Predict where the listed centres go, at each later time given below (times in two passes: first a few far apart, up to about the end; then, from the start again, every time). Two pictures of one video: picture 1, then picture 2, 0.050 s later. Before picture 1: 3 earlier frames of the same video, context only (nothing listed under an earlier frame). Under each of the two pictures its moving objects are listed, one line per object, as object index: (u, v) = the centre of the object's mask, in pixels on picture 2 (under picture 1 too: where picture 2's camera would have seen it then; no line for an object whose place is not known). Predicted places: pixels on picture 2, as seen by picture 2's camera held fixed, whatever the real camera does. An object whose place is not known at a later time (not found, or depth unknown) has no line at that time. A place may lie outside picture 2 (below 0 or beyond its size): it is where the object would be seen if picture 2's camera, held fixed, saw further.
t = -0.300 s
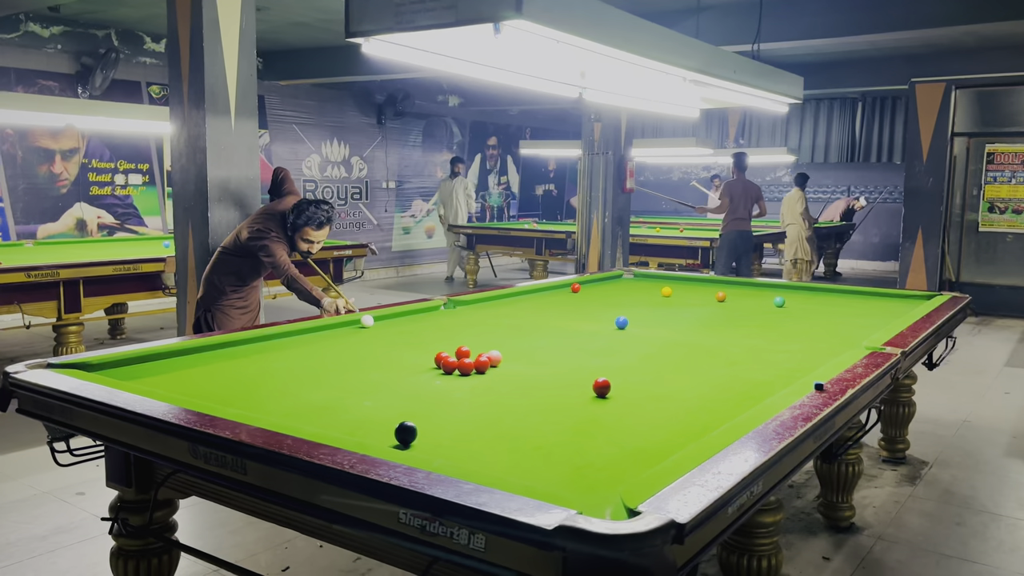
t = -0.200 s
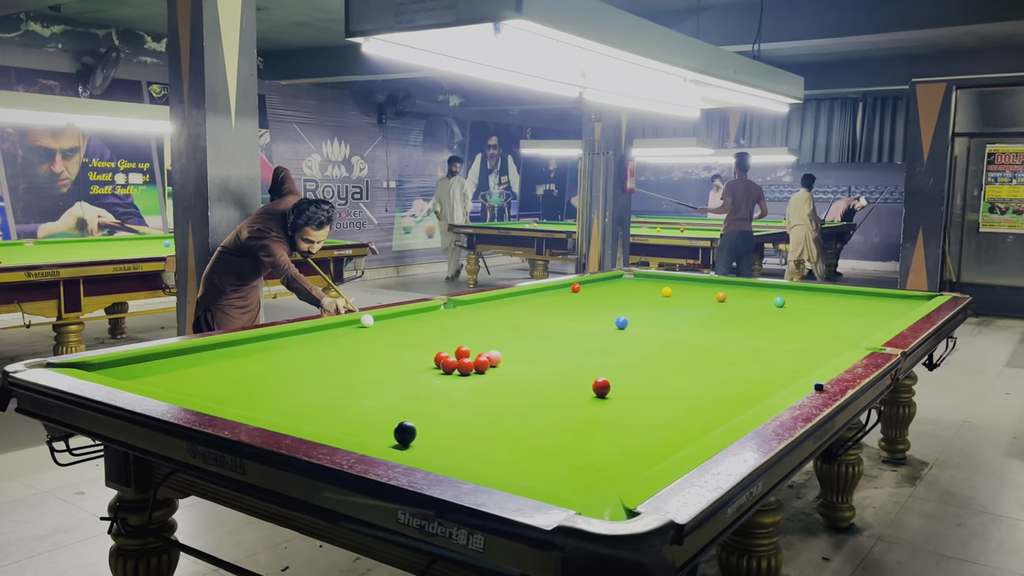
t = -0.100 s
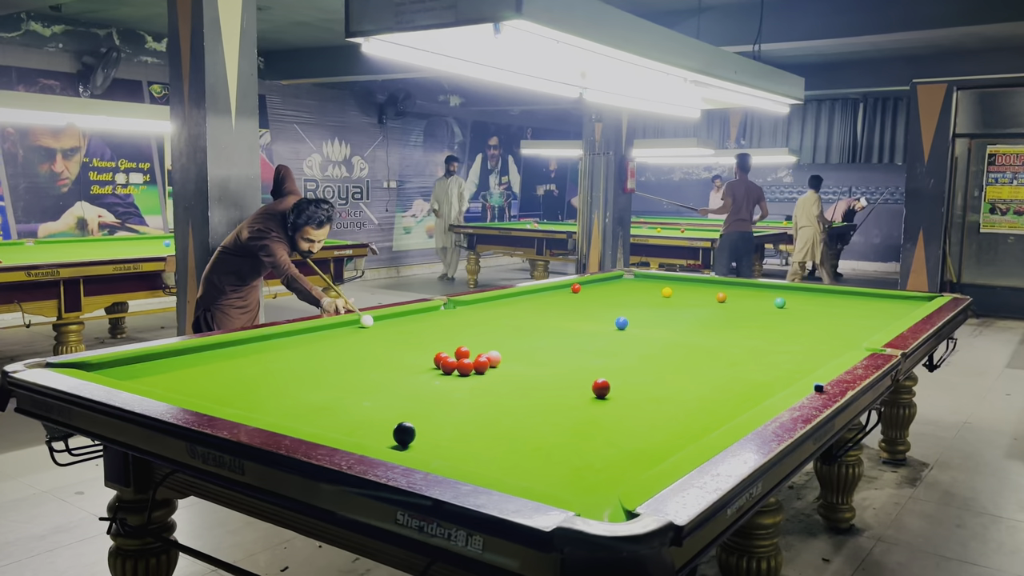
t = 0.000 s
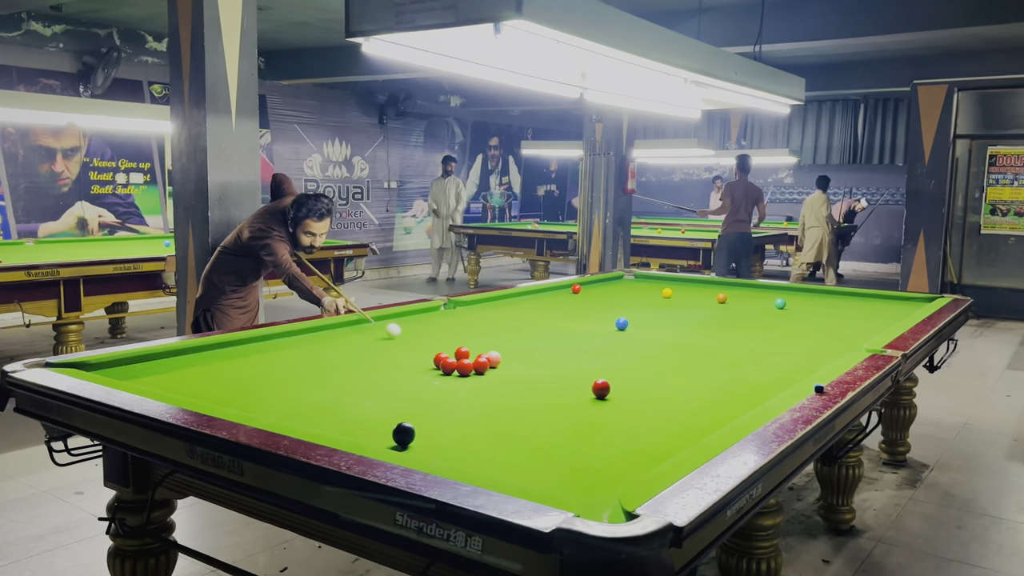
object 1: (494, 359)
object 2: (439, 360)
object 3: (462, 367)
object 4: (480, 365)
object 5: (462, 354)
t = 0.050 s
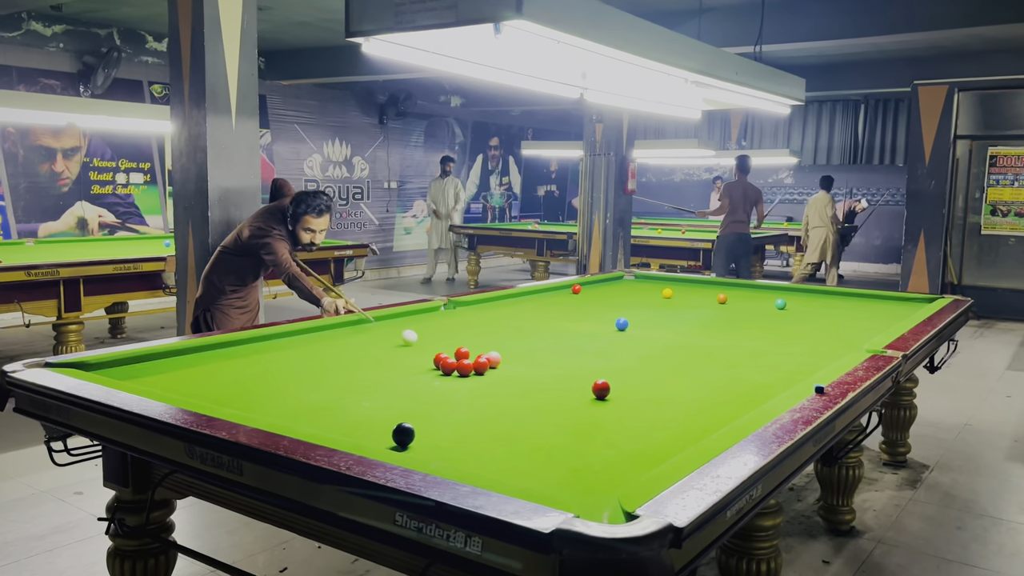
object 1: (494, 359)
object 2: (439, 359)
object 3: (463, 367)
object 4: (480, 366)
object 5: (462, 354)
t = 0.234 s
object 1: (496, 360)
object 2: (436, 362)
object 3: (468, 369)
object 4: (482, 366)
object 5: (489, 351)
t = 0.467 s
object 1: (535, 364)
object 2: (414, 366)
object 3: (490, 376)
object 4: (504, 368)
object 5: (542, 352)
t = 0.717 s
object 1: (576, 369)
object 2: (396, 373)
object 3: (514, 384)
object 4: (525, 369)
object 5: (592, 350)
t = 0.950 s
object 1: (614, 373)
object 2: (378, 380)
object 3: (536, 391)
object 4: (543, 371)
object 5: (636, 348)
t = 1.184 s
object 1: (651, 378)
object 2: (360, 387)
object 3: (559, 398)
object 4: (558, 372)
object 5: (676, 346)
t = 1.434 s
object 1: (690, 382)
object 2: (342, 395)
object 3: (584, 406)
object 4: (574, 373)
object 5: (717, 344)
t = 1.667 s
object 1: (725, 387)
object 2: (324, 402)
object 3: (606, 413)
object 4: (585, 374)
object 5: (752, 342)
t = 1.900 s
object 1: (758, 391)
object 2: (307, 409)
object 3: (629, 420)
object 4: (594, 374)
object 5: (785, 341)
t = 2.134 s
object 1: (771, 391)
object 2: (290, 415)
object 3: (651, 427)
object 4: (603, 374)
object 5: (815, 339)
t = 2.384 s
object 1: (750, 388)
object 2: (277, 417)
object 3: (673, 435)
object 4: (608, 376)
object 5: (845, 338)
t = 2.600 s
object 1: (734, 384)
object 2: (291, 417)
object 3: (690, 439)
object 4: (611, 376)
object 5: (868, 336)
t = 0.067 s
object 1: (494, 359)
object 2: (439, 359)
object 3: (463, 367)
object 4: (480, 366)
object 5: (462, 354)
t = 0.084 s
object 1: (494, 359)
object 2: (439, 359)
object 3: (463, 367)
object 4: (480, 366)
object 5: (462, 353)
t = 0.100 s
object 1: (494, 359)
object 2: (439, 359)
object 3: (463, 367)
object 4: (480, 366)
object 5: (462, 354)
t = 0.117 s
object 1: (494, 359)
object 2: (439, 359)
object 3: (463, 367)
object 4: (480, 366)
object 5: (462, 353)
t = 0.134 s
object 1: (494, 359)
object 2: (439, 359)
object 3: (463, 367)
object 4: (480, 366)
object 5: (462, 353)
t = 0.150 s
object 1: (494, 359)
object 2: (439, 359)
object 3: (463, 367)
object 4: (480, 366)
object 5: (462, 353)
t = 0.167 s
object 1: (494, 359)
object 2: (439, 359)
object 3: (464, 368)
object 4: (480, 366)
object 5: (464, 353)
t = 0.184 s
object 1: (494, 359)
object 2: (439, 359)
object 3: (464, 368)
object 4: (480, 366)
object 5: (471, 354)
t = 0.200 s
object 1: (494, 359)
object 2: (439, 360)
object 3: (464, 368)
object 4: (480, 365)
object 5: (478, 353)
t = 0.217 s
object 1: (494, 359)
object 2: (438, 361)
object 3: (466, 368)
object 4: (480, 366)
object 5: (483, 352)
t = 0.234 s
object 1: (496, 360)
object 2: (436, 362)
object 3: (468, 369)
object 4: (482, 366)
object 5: (489, 351)
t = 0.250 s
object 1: (500, 360)
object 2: (435, 362)
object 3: (470, 369)
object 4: (484, 366)
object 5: (492, 352)
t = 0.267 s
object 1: (502, 361)
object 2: (433, 362)
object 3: (471, 370)
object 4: (486, 366)
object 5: (496, 352)
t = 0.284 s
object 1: (505, 361)
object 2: (431, 362)
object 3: (473, 370)
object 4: (487, 366)
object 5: (501, 351)
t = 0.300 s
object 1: (508, 361)
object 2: (430, 363)
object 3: (474, 371)
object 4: (489, 366)
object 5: (505, 351)
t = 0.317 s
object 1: (511, 361)
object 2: (428, 363)
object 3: (476, 371)
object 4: (491, 367)
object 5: (509, 351)
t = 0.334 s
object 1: (513, 362)
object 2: (427, 363)
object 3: (477, 371)
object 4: (492, 367)
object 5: (513, 351)
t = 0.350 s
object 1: (516, 362)
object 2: (425, 364)
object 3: (479, 372)
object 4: (494, 367)
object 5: (517, 351)
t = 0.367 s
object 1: (519, 362)
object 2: (424, 364)
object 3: (481, 373)
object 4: (495, 367)
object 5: (521, 351)
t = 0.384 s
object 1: (522, 363)
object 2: (422, 364)
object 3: (482, 373)
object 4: (497, 367)
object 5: (525, 351)
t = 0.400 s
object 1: (524, 363)
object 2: (420, 364)
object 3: (484, 374)
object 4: (498, 367)
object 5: (528, 351)
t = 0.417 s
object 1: (527, 363)
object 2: (419, 365)
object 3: (485, 374)
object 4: (500, 367)
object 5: (532, 351)
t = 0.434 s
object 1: (530, 364)
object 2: (417, 365)
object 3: (487, 375)
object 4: (501, 368)
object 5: (535, 352)
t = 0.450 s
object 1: (533, 364)
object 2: (415, 366)
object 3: (488, 375)
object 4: (503, 368)
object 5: (539, 352)
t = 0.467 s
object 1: (535, 364)
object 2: (414, 366)
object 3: (490, 376)
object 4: (504, 368)
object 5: (542, 352)
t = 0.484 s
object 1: (538, 365)
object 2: (413, 366)
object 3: (492, 376)
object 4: (506, 368)
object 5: (546, 352)
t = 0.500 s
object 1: (541, 365)
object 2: (412, 367)
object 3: (493, 377)
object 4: (507, 368)
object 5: (549, 352)
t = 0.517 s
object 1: (543, 365)
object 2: (411, 367)
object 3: (495, 377)
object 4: (508, 368)
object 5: (552, 352)
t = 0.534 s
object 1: (546, 366)
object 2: (410, 368)
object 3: (496, 378)
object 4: (510, 368)
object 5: (556, 352)
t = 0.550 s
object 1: (549, 366)
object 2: (408, 368)
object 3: (498, 379)
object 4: (511, 368)
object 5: (559, 352)
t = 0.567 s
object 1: (552, 366)
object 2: (407, 369)
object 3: (500, 379)
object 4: (513, 368)
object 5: (563, 352)
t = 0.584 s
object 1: (554, 366)
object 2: (406, 369)
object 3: (501, 379)
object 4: (514, 368)
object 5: (566, 352)
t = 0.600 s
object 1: (557, 367)
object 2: (405, 370)
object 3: (503, 380)
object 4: (516, 368)
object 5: (569, 351)
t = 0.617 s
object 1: (560, 367)
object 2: (403, 370)
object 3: (504, 381)
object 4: (517, 369)
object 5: (573, 351)
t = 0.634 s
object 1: (563, 367)
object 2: (402, 371)
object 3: (506, 381)
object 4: (518, 369)
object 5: (576, 351)
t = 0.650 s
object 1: (566, 368)
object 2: (401, 371)
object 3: (507, 382)
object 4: (520, 369)
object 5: (579, 351)
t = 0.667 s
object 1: (568, 368)
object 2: (400, 372)
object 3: (509, 382)
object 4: (521, 369)
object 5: (582, 351)
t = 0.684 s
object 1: (571, 368)
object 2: (398, 372)
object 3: (510, 383)
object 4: (522, 369)
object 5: (586, 351)
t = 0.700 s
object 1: (574, 369)
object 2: (397, 373)
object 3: (512, 383)
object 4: (524, 369)
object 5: (589, 350)
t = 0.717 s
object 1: (576, 369)
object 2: (396, 373)
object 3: (514, 384)
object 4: (525, 369)
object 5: (592, 350)
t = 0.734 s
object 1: (579, 369)
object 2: (395, 373)
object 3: (515, 384)
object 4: (526, 370)
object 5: (596, 350)
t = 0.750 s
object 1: (582, 370)
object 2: (393, 374)
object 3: (517, 385)
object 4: (528, 370)
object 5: (599, 350)
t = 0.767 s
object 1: (584, 370)
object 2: (392, 374)
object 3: (519, 385)
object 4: (529, 370)
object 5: (602, 349)
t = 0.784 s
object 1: (587, 370)
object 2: (391, 375)
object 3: (520, 385)
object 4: (530, 370)
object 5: (605, 349)
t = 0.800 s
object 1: (590, 371)
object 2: (390, 376)
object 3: (522, 386)
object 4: (532, 370)
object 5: (608, 349)
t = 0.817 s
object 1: (592, 371)
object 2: (388, 376)
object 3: (523, 387)
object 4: (533, 370)
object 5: (611, 349)
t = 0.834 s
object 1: (595, 371)
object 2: (387, 377)
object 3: (525, 387)
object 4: (534, 370)
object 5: (615, 349)
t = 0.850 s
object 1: (598, 371)
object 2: (386, 377)
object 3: (526, 388)
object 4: (535, 370)
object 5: (618, 349)
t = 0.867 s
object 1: (601, 371)
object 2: (385, 378)
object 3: (528, 388)
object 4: (537, 370)
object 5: (621, 348)
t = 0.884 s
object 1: (603, 372)
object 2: (383, 378)
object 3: (529, 389)
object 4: (538, 370)
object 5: (624, 348)
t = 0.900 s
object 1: (606, 372)
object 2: (382, 378)
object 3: (531, 389)
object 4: (539, 371)
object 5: (627, 348)
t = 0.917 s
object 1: (609, 372)
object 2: (381, 379)
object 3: (533, 390)
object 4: (540, 371)
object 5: (630, 348)
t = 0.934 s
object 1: (611, 373)
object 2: (380, 379)
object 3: (534, 390)
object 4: (541, 371)
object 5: (633, 348)
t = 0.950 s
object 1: (614, 373)
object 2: (378, 380)
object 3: (536, 391)
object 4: (543, 371)
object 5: (636, 348)
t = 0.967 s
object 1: (617, 374)
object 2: (377, 380)
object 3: (538, 392)
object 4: (544, 371)
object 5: (639, 347)
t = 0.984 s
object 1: (619, 374)
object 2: (376, 381)
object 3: (539, 392)
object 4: (545, 371)
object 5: (642, 347)
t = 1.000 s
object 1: (622, 374)
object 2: (375, 382)
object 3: (541, 393)
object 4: (546, 371)
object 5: (645, 347)
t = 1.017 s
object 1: (625, 375)
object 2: (373, 382)
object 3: (543, 393)
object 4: (547, 371)
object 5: (648, 347)
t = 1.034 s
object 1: (627, 375)
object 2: (372, 382)
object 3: (544, 394)
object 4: (549, 371)
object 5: (651, 347)
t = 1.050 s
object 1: (630, 375)
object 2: (371, 383)
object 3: (546, 394)
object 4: (550, 371)
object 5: (654, 347)
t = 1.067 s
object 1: (633, 376)
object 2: (370, 384)
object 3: (548, 395)
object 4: (551, 372)
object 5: (656, 346)
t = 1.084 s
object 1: (635, 376)
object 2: (368, 384)
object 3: (549, 395)
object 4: (552, 372)
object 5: (659, 346)
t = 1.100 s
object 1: (638, 376)
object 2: (367, 385)
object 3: (551, 395)
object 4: (553, 372)
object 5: (662, 346)
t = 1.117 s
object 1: (640, 376)
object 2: (366, 385)
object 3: (552, 396)
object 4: (554, 372)
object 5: (665, 346)
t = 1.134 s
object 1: (643, 377)
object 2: (364, 386)
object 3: (554, 396)
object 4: (555, 372)
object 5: (668, 346)
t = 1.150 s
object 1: (646, 377)
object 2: (363, 386)
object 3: (556, 397)
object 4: (556, 372)
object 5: (671, 346)
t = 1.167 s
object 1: (648, 377)
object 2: (362, 387)
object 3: (557, 398)
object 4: (557, 372)
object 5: (673, 346)
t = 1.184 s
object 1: (651, 378)
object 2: (360, 387)
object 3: (559, 398)
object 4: (558, 372)
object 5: (676, 346)
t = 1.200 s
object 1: (654, 378)
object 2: (359, 388)
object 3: (561, 399)
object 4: (560, 372)
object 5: (679, 346)
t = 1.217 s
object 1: (656, 378)
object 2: (358, 388)
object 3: (562, 399)
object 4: (561, 372)
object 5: (682, 345)
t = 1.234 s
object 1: (659, 379)
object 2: (357, 388)
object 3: (564, 400)
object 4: (562, 372)
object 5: (685, 345)
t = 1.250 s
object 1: (661, 379)
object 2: (355, 389)
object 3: (566, 400)
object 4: (563, 373)
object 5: (687, 345)
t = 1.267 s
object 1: (664, 379)
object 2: (354, 389)
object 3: (567, 401)
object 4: (564, 372)
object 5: (690, 345)
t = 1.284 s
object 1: (667, 380)
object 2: (353, 390)
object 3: (569, 401)
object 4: (565, 373)
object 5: (693, 345)
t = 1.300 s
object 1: (669, 380)
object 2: (352, 391)
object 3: (570, 402)
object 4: (566, 373)
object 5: (696, 345)
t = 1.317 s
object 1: (672, 380)
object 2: (350, 391)
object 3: (572, 402)
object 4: (567, 373)
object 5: (698, 345)
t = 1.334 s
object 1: (674, 381)
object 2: (349, 392)
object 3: (574, 403)
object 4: (568, 373)
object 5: (701, 344)
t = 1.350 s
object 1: (677, 381)
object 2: (348, 392)
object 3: (576, 403)
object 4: (569, 373)
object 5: (704, 344)
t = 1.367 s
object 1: (679, 381)
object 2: (347, 393)
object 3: (577, 404)
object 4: (570, 373)
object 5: (706, 344)
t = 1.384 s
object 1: (682, 381)
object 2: (345, 393)
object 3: (579, 404)
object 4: (571, 373)
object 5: (709, 344)
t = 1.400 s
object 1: (685, 382)
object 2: (344, 394)
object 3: (580, 405)
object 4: (572, 373)
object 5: (711, 344)
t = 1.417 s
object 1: (687, 382)
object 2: (343, 394)
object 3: (582, 405)
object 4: (572, 373)
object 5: (714, 344)
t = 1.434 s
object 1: (690, 382)
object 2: (342, 395)
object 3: (584, 406)
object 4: (574, 373)
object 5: (717, 344)
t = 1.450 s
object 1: (692, 383)
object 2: (340, 395)
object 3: (585, 406)
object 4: (574, 373)
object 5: (719, 344)
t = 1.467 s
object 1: (695, 383)
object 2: (339, 396)
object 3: (587, 407)
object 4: (575, 373)
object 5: (722, 343)
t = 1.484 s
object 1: (697, 383)
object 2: (338, 396)
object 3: (588, 407)
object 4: (576, 373)
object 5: (725, 343)
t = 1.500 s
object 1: (700, 384)
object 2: (337, 397)
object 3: (590, 408)
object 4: (577, 374)
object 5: (727, 343)
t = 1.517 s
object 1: (702, 384)
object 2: (336, 397)
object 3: (592, 408)
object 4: (578, 374)
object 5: (730, 343)
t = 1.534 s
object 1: (705, 384)
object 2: (334, 398)
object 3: (593, 409)
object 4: (579, 374)
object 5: (732, 343)
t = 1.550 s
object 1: (708, 385)
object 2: (333, 398)
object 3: (595, 409)
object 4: (580, 374)
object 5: (735, 343)
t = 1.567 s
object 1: (710, 385)
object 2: (332, 399)
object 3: (597, 410)
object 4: (580, 374)
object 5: (737, 343)
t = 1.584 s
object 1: (713, 385)
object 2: (330, 399)
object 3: (598, 410)
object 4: (581, 374)
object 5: (740, 343)
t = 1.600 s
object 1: (715, 385)
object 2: (329, 400)
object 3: (600, 411)
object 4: (582, 374)
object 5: (742, 343)
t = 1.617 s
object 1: (717, 386)
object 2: (328, 400)
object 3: (602, 411)
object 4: (583, 374)
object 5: (745, 343)
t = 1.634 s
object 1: (720, 386)
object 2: (327, 401)
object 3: (603, 412)
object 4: (584, 374)
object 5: (747, 342)
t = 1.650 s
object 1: (722, 386)
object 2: (325, 401)
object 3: (605, 413)
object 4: (584, 374)
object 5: (749, 342)
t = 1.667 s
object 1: (725, 387)
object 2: (324, 402)
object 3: (606, 413)
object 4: (585, 374)
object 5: (752, 342)
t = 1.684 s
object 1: (727, 387)
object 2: (323, 402)
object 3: (608, 414)
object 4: (586, 375)
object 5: (754, 342)
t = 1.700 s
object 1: (730, 387)
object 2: (322, 403)
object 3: (610, 414)
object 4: (587, 374)
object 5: (757, 342)
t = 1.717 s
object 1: (732, 388)
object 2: (320, 403)
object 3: (611, 414)
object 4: (587, 375)
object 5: (759, 342)
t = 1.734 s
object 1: (735, 388)
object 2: (319, 404)
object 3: (613, 415)
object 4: (588, 374)
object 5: (762, 342)
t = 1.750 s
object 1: (737, 388)
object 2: (318, 404)
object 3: (614, 416)
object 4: (589, 375)
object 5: (764, 342)
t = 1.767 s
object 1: (739, 388)
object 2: (317, 405)
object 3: (616, 416)
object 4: (590, 375)
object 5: (766, 342)
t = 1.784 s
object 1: (742, 389)
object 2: (315, 405)
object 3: (618, 417)
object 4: (590, 375)
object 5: (769, 342)
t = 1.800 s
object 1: (744, 389)
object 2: (314, 406)
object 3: (619, 417)
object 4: (591, 375)
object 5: (771, 341)
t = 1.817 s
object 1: (747, 389)
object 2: (313, 406)
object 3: (621, 418)
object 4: (591, 374)
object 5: (773, 341)
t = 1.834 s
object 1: (749, 389)
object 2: (312, 407)
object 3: (622, 418)
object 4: (592, 375)
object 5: (776, 341)
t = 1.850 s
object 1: (751, 390)
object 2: (310, 407)
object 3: (624, 419)
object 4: (593, 374)
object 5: (778, 341)
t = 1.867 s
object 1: (754, 390)
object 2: (309, 408)
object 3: (626, 419)
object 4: (593, 374)
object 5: (780, 341)
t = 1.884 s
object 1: (756, 391)
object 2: (308, 408)
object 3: (627, 420)
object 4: (594, 374)
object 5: (782, 341)
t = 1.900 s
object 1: (758, 391)
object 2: (307, 409)
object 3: (629, 420)
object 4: (594, 374)
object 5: (785, 341)
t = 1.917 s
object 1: (761, 391)
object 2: (306, 409)
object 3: (630, 421)
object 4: (595, 374)
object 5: (787, 341)
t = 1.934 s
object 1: (763, 391)
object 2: (304, 410)
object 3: (632, 421)
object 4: (596, 374)
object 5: (789, 341)
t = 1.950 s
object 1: (765, 391)
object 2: (303, 410)
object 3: (634, 422)
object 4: (596, 374)
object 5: (791, 341)
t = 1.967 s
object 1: (767, 392)
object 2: (302, 411)
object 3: (635, 422)
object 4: (597, 374)
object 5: (793, 340)
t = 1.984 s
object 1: (769, 392)
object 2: (301, 411)
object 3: (637, 423)
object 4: (597, 374)
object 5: (796, 340)
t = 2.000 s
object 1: (772, 391)
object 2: (300, 412)
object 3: (638, 423)
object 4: (598, 374)
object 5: (798, 340)
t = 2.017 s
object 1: (773, 391)
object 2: (298, 412)
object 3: (640, 424)
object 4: (599, 374)
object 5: (800, 340)
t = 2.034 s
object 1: (775, 391)
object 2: (297, 413)
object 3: (641, 425)
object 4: (599, 374)
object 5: (802, 340)
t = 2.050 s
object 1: (777, 390)
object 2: (296, 413)
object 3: (643, 425)
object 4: (600, 374)
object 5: (805, 340)
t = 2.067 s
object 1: (776, 390)
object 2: (295, 414)
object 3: (645, 425)
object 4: (600, 374)
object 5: (807, 340)
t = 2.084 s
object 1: (775, 391)
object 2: (294, 414)
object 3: (646, 426)
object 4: (601, 374)
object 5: (809, 340)
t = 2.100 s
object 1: (773, 391)
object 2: (292, 414)
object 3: (648, 426)
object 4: (601, 374)
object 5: (811, 340)
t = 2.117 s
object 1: (772, 391)
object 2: (291, 414)
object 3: (649, 427)
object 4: (602, 374)
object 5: (813, 340)
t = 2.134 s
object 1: (771, 391)
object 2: (290, 415)
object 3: (651, 427)
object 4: (603, 374)
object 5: (815, 339)
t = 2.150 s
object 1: (769, 391)
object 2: (289, 415)
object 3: (652, 428)
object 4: (603, 374)
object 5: (817, 339)
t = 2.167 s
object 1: (768, 391)
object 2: (288, 415)
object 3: (654, 428)
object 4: (604, 374)
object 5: (819, 339)
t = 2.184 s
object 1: (766, 391)
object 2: (287, 415)
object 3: (655, 429)
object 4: (604, 375)
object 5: (821, 339)
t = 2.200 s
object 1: (765, 390)
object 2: (286, 415)
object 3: (657, 429)
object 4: (605, 374)
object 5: (823, 339)
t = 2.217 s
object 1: (764, 390)
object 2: (285, 416)
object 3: (658, 430)
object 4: (605, 375)
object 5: (825, 339)
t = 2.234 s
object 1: (762, 390)
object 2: (284, 416)
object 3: (660, 430)
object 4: (605, 375)
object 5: (827, 339)
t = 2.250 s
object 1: (760, 390)
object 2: (283, 416)
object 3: (661, 431)
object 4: (606, 375)
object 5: (829, 339)
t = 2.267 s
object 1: (759, 389)
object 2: (282, 416)
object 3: (663, 431)
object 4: (606, 375)
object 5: (831, 339)
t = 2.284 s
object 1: (758, 389)
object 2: (281, 416)
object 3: (664, 432)
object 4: (607, 375)
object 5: (833, 339)
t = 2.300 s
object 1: (756, 389)
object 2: (280, 416)
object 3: (666, 432)
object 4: (607, 375)
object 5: (835, 339)
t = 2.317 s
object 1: (755, 389)
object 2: (278, 416)
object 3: (667, 433)
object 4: (607, 375)
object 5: (837, 339)
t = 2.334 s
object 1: (754, 388)
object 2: (278, 416)
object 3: (669, 433)
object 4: (608, 375)
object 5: (839, 338)
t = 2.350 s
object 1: (752, 388)
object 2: (276, 417)
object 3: (670, 434)
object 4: (608, 376)
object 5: (841, 338)
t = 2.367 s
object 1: (751, 388)
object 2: (276, 417)
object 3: (671, 434)
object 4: (608, 376)
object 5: (843, 338)
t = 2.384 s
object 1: (750, 388)
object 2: (277, 417)
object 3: (673, 435)
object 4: (608, 376)
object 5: (845, 338)
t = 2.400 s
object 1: (749, 387)
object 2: (278, 417)
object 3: (674, 435)
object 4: (609, 376)
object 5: (847, 338)
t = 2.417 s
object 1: (747, 387)
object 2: (279, 417)
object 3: (675, 436)
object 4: (609, 376)
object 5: (849, 338)
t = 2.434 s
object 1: (746, 387)
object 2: (281, 417)
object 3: (677, 436)
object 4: (609, 376)
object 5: (851, 338)
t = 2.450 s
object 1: (745, 386)
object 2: (282, 417)
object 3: (678, 436)
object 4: (609, 376)
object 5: (852, 338)
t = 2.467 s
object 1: (744, 386)
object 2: (283, 417)
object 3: (680, 437)
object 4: (610, 376)
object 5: (854, 338)
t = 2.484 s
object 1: (742, 386)
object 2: (284, 417)
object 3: (681, 438)
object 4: (610, 376)
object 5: (857, 338)
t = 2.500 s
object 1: (741, 386)
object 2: (285, 417)
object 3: (682, 438)
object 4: (610, 376)
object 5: (858, 338)
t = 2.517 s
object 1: (740, 385)
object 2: (286, 417)
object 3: (684, 438)
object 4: (610, 376)
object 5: (860, 338)
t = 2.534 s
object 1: (739, 385)
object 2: (287, 417)
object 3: (685, 439)
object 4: (611, 376)
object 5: (862, 338)
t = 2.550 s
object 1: (738, 385)
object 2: (288, 417)
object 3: (686, 439)
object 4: (611, 376)
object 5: (863, 337)
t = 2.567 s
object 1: (736, 385)
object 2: (289, 417)
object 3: (687, 439)
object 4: (611, 377)
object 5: (865, 337)
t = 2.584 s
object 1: (735, 385)
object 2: (290, 417)
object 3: (689, 439)
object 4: (611, 377)
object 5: (867, 336)
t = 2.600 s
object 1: (734, 384)
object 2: (291, 417)
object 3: (690, 439)
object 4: (611, 376)
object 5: (868, 336)
